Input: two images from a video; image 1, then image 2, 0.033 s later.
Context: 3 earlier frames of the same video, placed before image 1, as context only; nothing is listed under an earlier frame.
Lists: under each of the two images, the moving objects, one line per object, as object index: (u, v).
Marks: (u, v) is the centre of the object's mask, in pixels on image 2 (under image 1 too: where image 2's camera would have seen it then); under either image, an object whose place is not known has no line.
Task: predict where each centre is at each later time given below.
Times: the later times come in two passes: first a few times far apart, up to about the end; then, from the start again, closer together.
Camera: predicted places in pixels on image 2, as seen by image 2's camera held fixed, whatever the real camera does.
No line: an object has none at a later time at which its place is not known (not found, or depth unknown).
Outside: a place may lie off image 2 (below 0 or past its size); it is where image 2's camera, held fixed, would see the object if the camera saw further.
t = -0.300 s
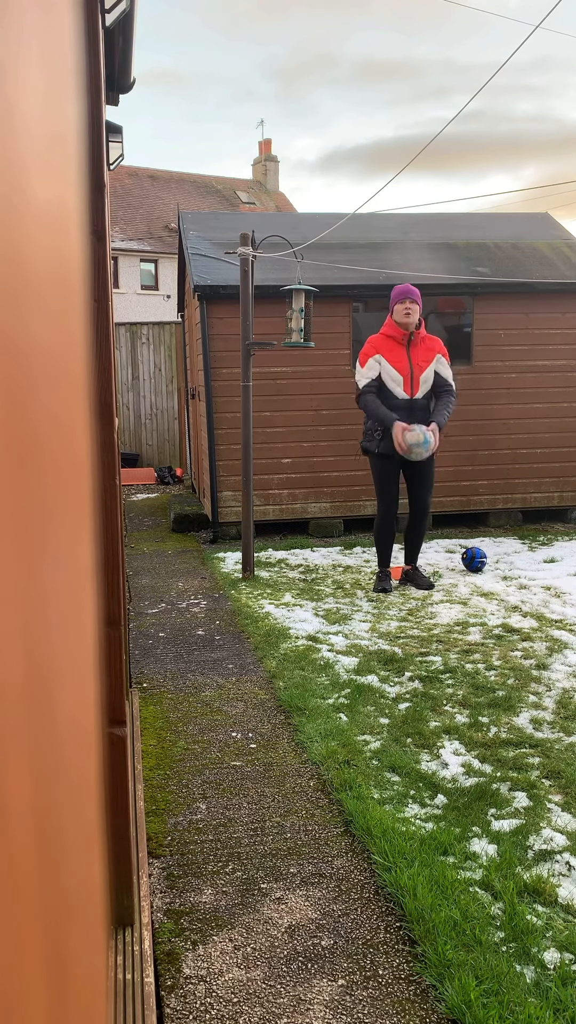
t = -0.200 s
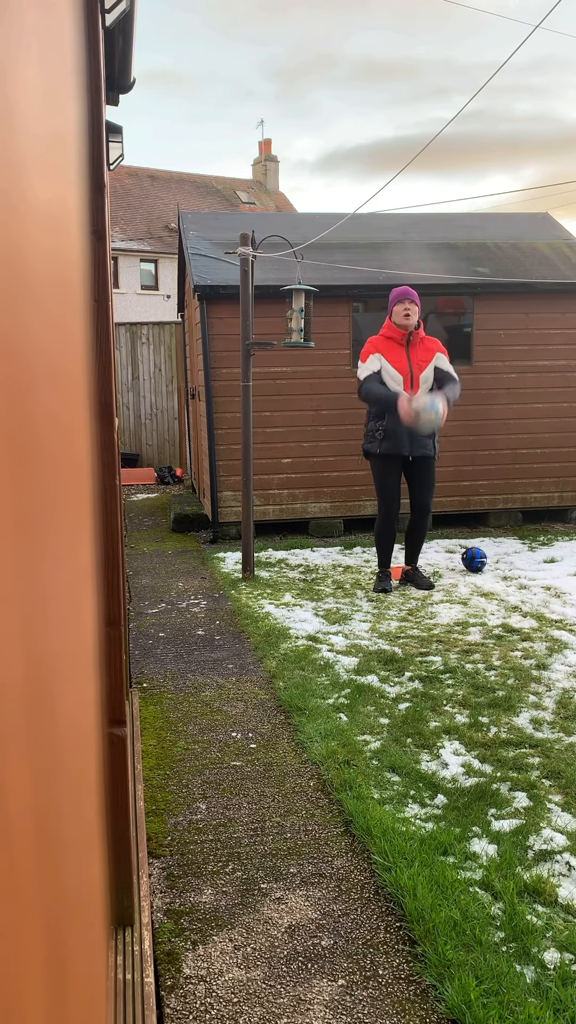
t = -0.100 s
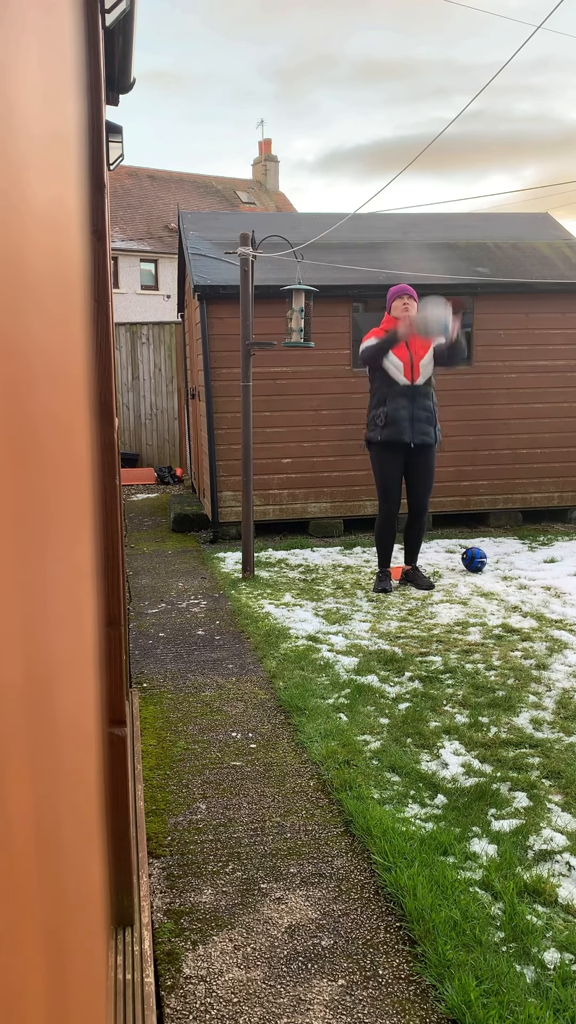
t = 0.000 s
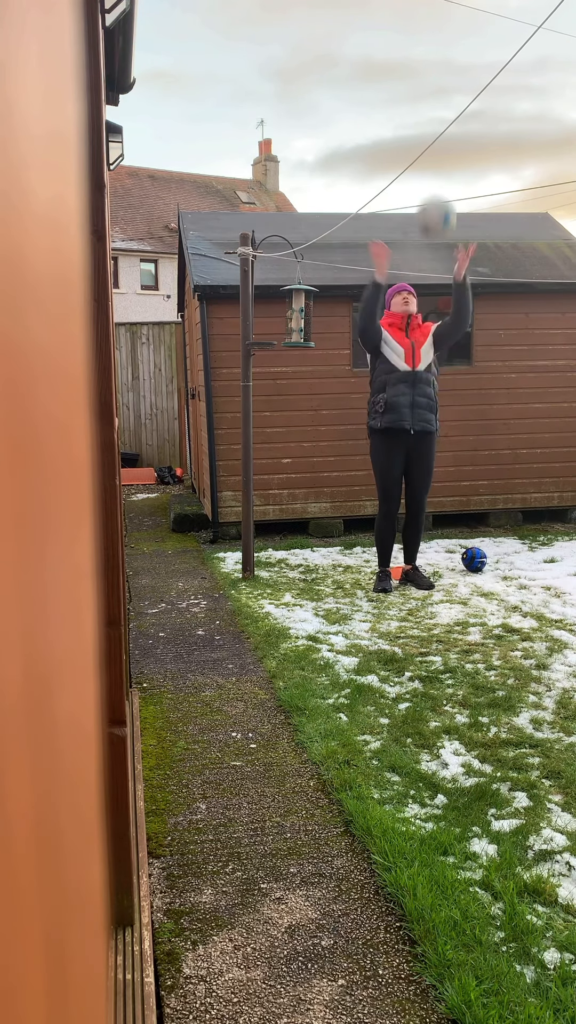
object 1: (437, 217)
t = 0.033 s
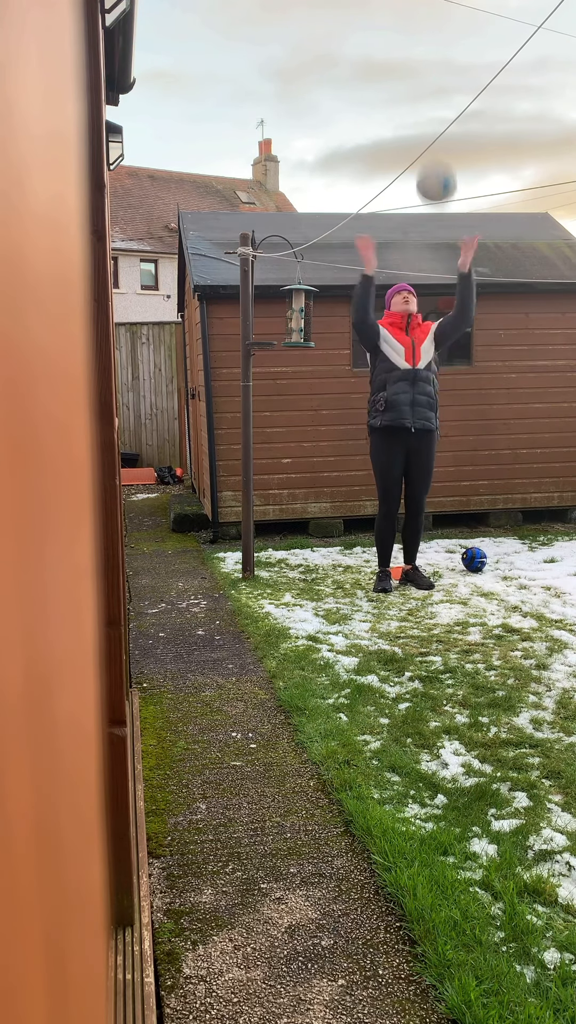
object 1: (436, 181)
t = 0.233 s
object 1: (440, 44)
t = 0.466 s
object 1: (440, 9)
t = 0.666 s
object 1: (440, 58)
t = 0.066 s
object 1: (437, 155)
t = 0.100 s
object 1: (438, 128)
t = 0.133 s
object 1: (438, 103)
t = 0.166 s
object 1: (439, 81)
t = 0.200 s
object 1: (439, 62)
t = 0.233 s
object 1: (440, 44)
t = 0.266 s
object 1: (440, 30)
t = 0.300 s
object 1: (441, 19)
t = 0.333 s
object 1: (440, 14)
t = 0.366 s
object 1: (440, 11)
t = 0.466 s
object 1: (440, 9)
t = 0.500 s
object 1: (441, 11)
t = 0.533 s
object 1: (441, 13)
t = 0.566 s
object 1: (441, 18)
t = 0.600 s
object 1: (441, 25)
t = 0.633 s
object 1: (441, 40)
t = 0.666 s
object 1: (440, 58)
